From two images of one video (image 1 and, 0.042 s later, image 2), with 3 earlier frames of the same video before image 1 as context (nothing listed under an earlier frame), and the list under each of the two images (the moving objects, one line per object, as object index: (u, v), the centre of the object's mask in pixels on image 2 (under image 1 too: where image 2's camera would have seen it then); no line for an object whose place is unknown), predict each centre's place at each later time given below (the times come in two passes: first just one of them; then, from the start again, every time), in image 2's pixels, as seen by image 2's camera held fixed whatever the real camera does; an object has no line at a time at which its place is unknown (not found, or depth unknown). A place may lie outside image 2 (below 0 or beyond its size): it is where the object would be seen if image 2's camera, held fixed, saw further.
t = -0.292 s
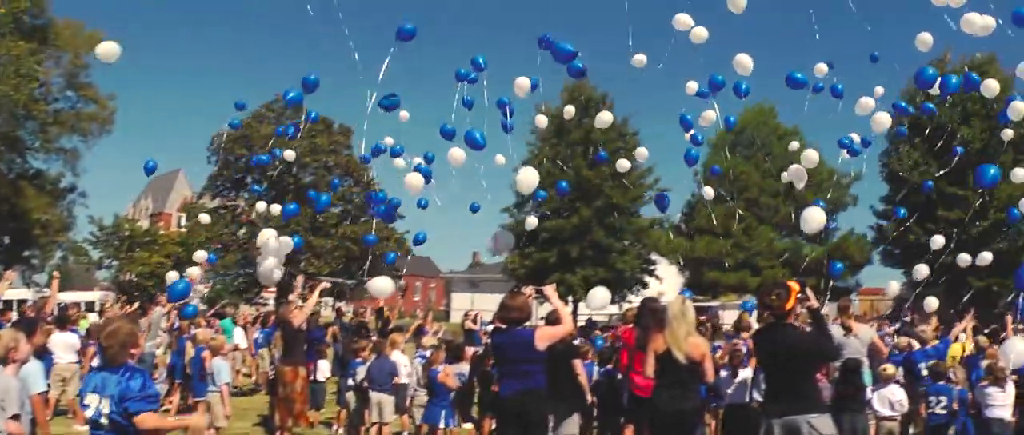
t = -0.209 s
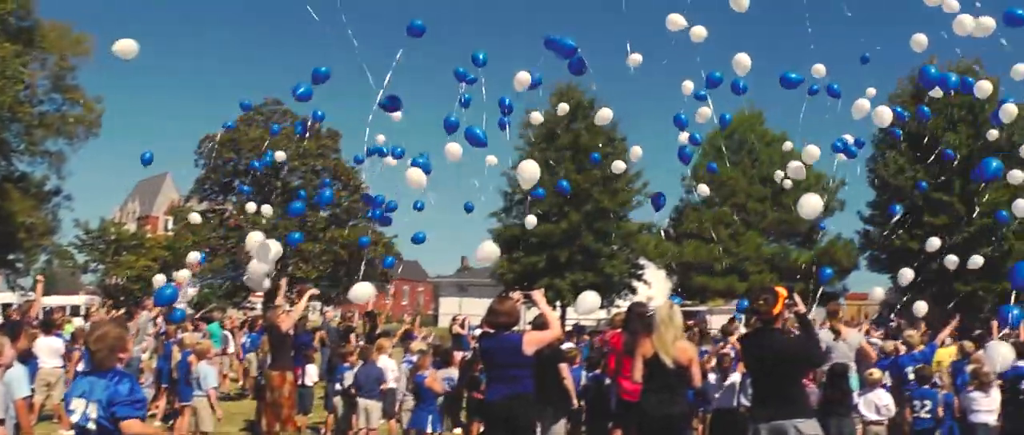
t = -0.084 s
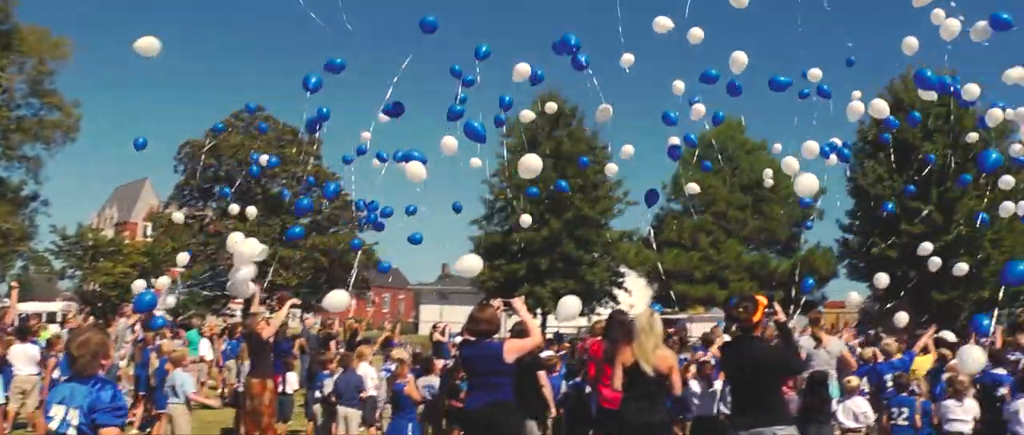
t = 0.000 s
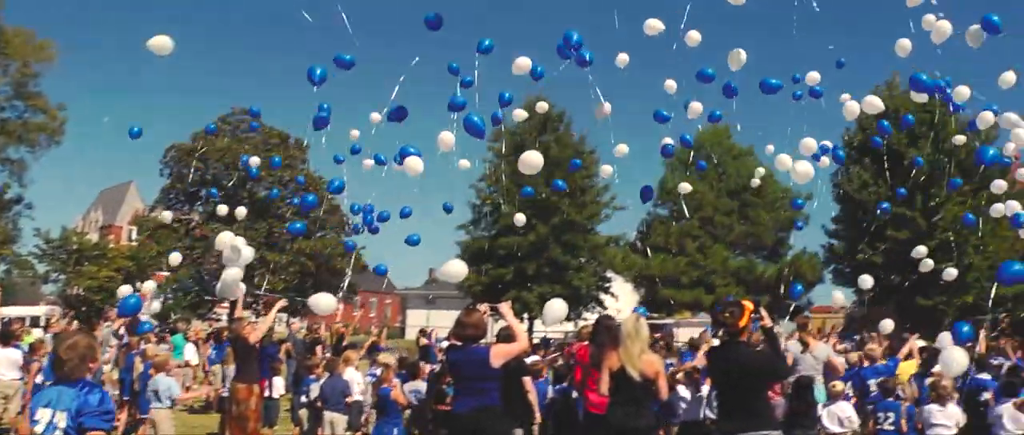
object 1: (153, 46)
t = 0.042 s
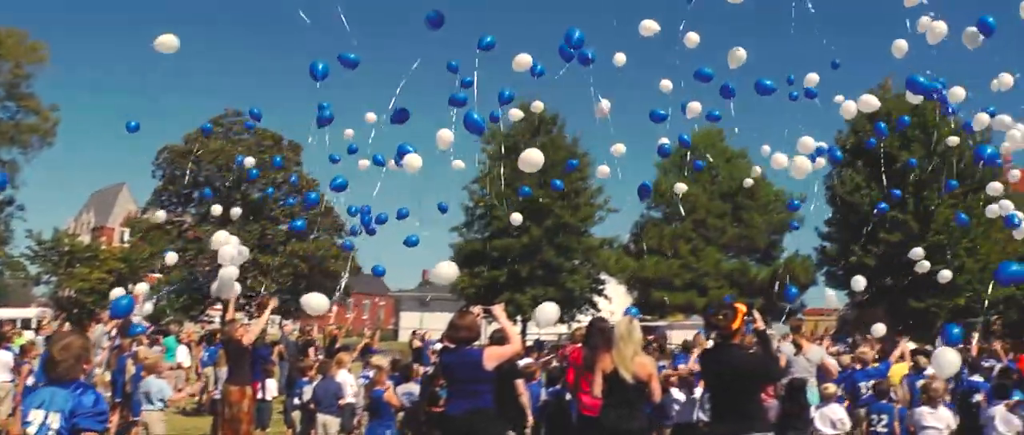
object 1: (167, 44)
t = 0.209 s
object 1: (217, 30)
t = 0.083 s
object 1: (180, 41)
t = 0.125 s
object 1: (193, 38)
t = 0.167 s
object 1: (205, 34)
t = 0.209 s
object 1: (217, 30)
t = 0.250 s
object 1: (228, 27)
